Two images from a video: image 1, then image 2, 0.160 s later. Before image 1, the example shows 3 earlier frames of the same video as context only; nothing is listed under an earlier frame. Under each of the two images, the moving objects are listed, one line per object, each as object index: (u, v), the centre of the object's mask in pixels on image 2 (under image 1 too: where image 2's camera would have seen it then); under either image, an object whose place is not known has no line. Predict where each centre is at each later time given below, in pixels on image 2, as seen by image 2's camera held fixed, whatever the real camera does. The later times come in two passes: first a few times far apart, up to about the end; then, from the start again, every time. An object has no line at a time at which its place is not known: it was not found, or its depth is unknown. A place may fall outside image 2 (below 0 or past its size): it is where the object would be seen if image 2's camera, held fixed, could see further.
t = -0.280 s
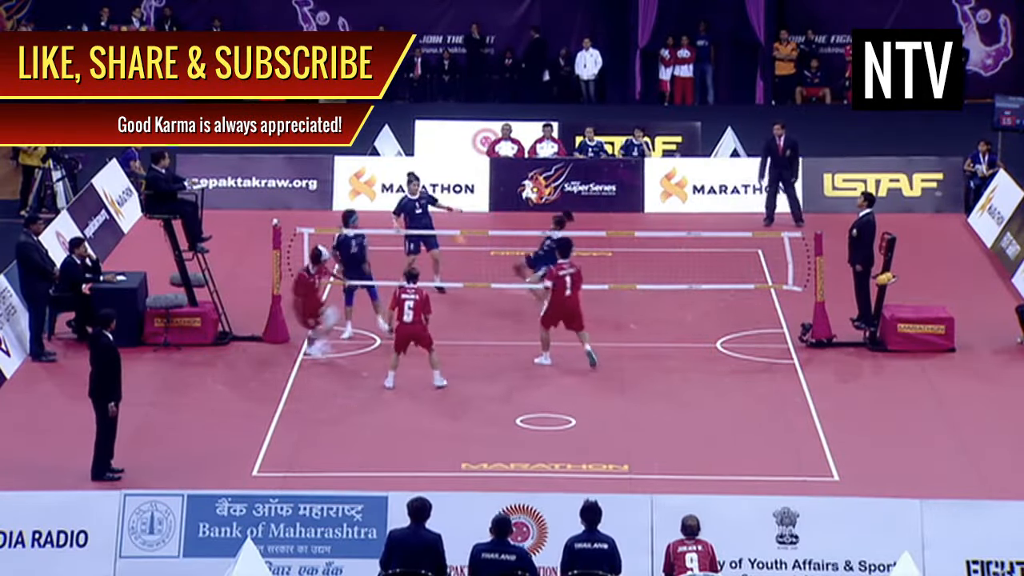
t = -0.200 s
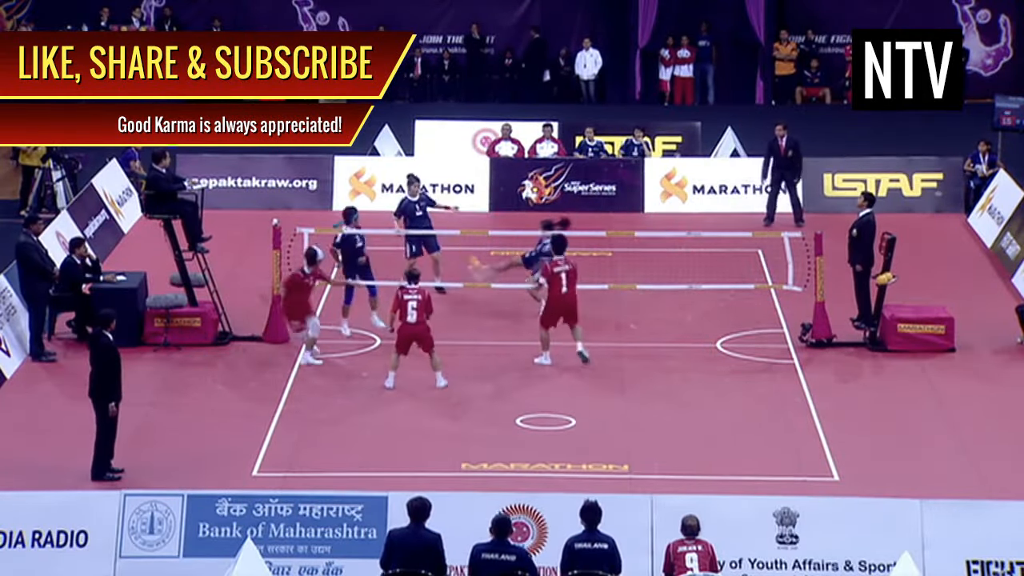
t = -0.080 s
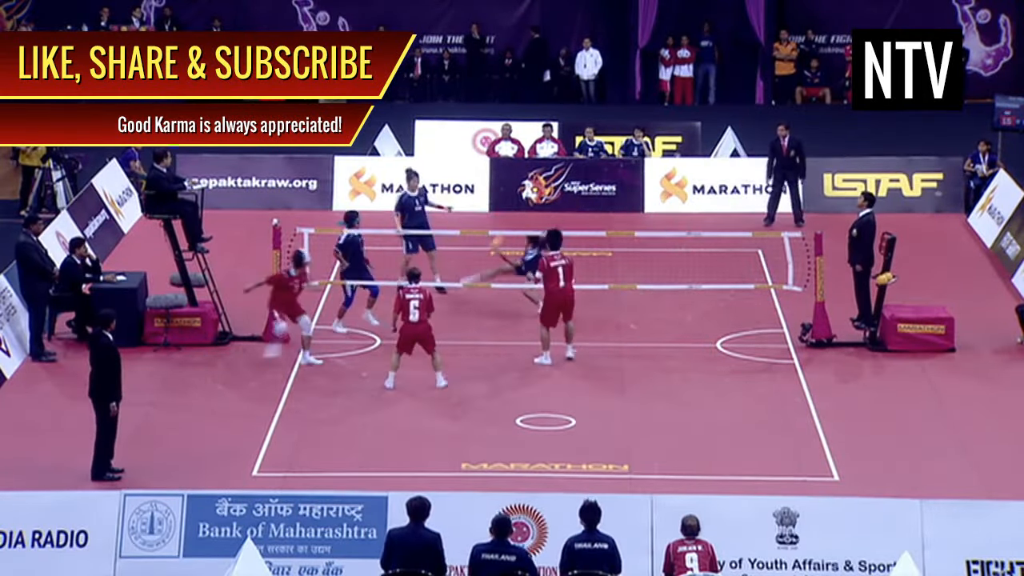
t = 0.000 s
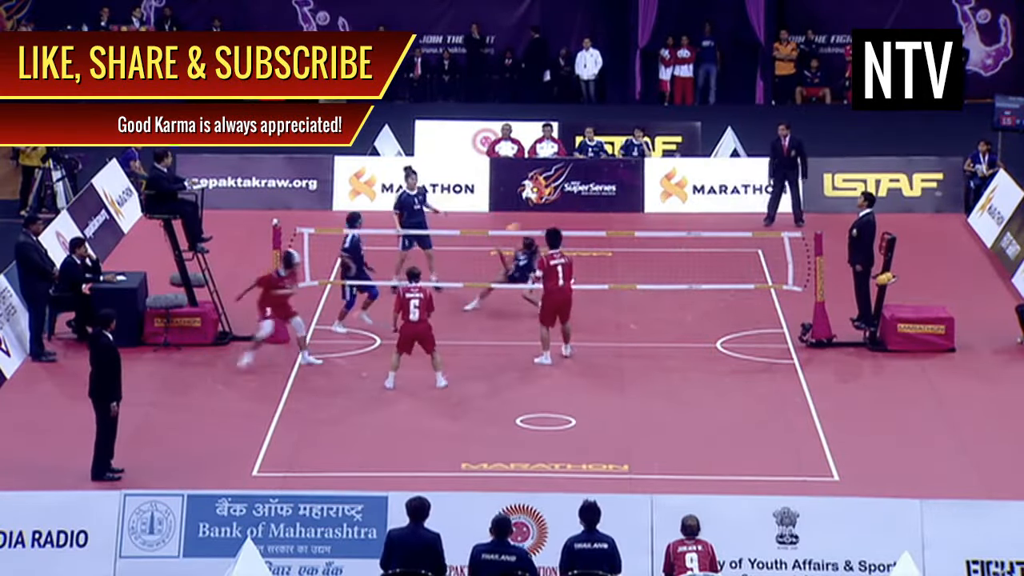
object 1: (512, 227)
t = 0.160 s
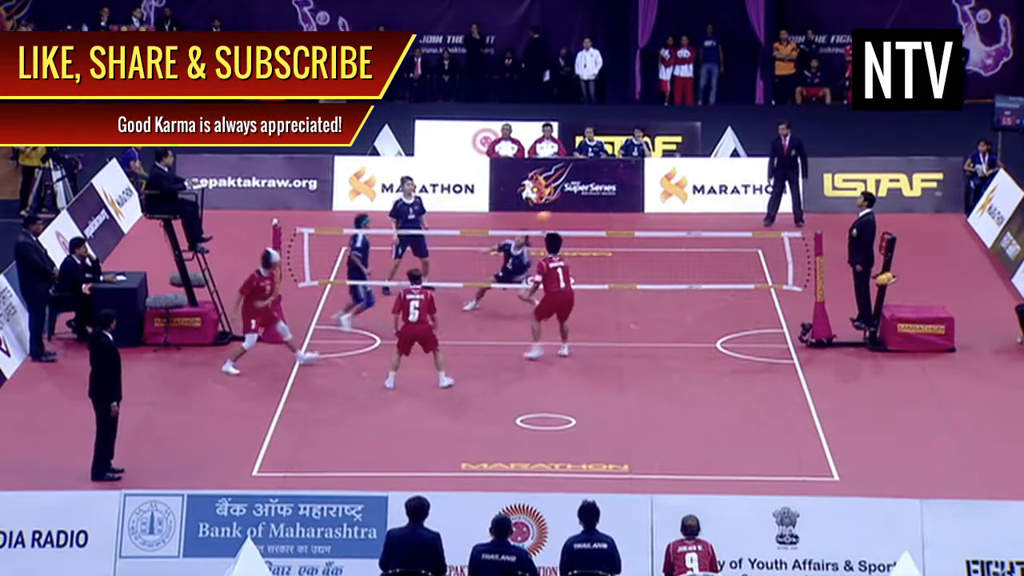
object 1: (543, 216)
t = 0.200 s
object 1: (552, 216)
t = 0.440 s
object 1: (603, 242)
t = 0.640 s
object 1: (649, 299)
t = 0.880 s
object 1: (708, 414)
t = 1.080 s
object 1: (740, 383)
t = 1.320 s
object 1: (782, 391)
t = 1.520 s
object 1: (814, 435)
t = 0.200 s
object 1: (552, 216)
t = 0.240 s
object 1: (561, 217)
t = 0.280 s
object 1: (569, 219)
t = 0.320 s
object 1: (578, 222)
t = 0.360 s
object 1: (586, 227)
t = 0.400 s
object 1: (594, 233)
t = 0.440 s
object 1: (603, 242)
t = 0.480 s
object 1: (612, 250)
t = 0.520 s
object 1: (621, 259)
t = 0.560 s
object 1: (631, 272)
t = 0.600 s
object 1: (639, 285)
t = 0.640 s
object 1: (649, 299)
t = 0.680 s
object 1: (658, 315)
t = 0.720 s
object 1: (669, 332)
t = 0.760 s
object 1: (678, 352)
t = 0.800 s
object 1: (688, 371)
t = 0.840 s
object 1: (698, 393)
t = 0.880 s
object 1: (708, 414)
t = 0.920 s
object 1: (714, 404)
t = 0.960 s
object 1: (721, 397)
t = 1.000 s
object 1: (728, 391)
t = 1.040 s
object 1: (735, 387)
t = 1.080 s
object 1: (740, 383)
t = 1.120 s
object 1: (747, 381)
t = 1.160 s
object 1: (754, 380)
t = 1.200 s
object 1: (761, 380)
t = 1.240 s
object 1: (767, 382)
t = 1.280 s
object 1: (775, 386)
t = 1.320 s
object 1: (782, 391)
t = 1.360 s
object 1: (788, 397)
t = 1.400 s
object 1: (795, 403)
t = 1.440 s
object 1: (803, 413)
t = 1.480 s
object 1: (808, 423)
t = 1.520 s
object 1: (814, 435)
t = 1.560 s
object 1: (822, 452)
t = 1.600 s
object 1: (831, 461)
